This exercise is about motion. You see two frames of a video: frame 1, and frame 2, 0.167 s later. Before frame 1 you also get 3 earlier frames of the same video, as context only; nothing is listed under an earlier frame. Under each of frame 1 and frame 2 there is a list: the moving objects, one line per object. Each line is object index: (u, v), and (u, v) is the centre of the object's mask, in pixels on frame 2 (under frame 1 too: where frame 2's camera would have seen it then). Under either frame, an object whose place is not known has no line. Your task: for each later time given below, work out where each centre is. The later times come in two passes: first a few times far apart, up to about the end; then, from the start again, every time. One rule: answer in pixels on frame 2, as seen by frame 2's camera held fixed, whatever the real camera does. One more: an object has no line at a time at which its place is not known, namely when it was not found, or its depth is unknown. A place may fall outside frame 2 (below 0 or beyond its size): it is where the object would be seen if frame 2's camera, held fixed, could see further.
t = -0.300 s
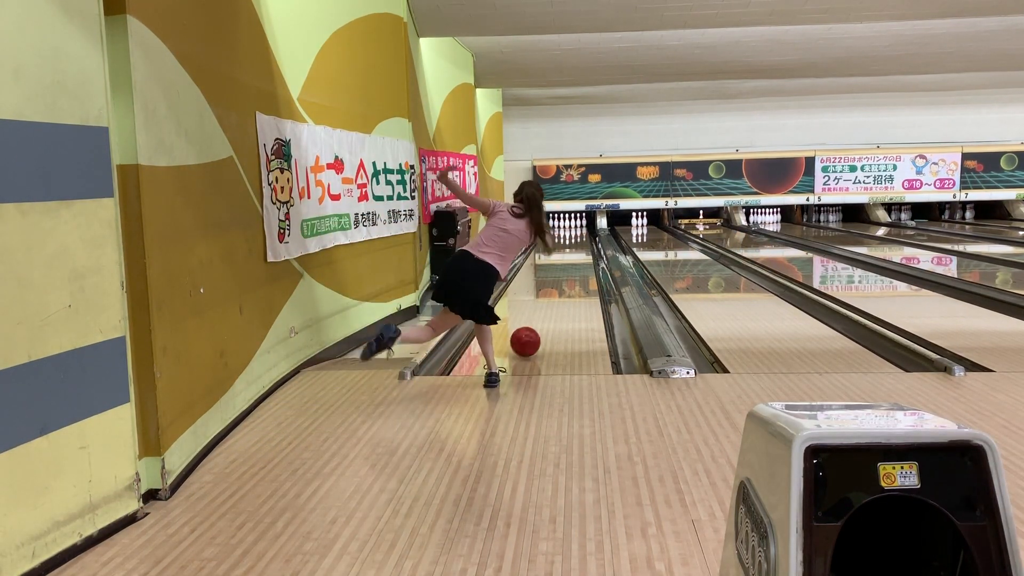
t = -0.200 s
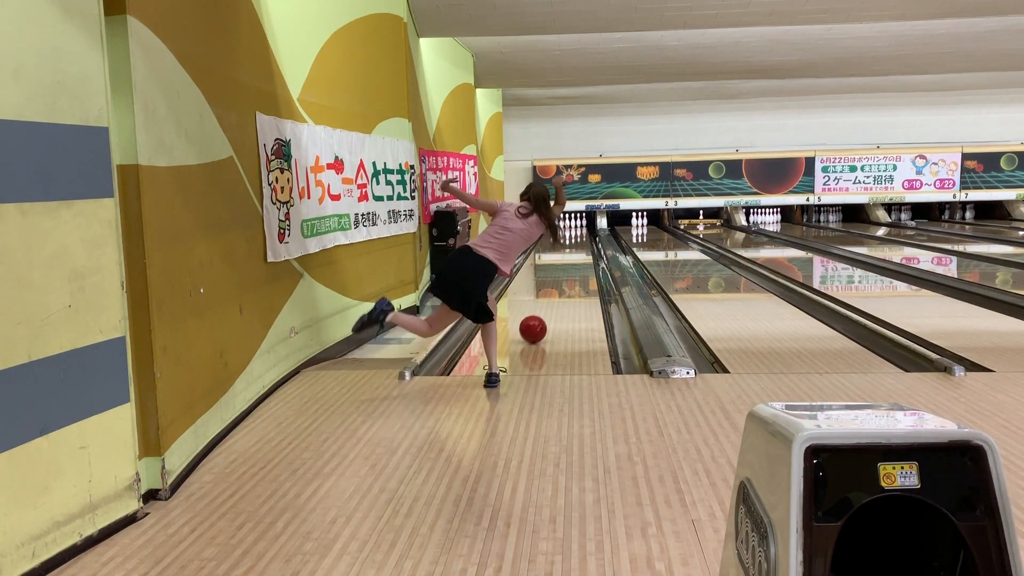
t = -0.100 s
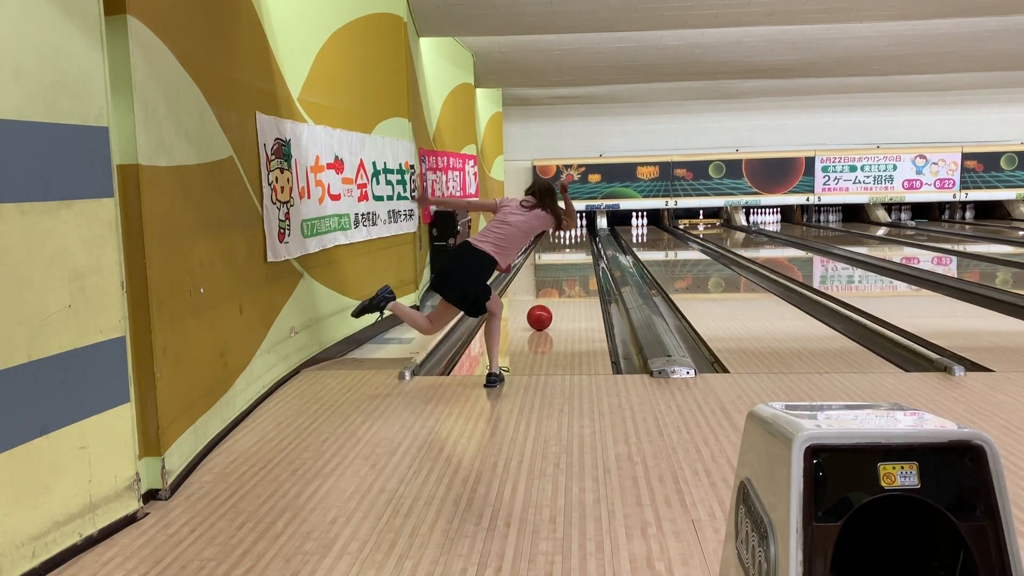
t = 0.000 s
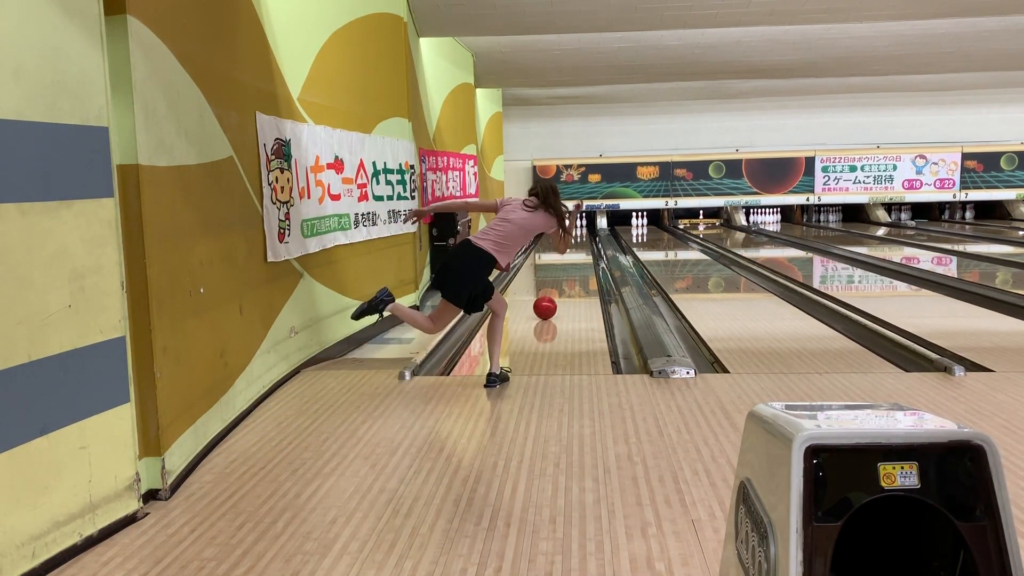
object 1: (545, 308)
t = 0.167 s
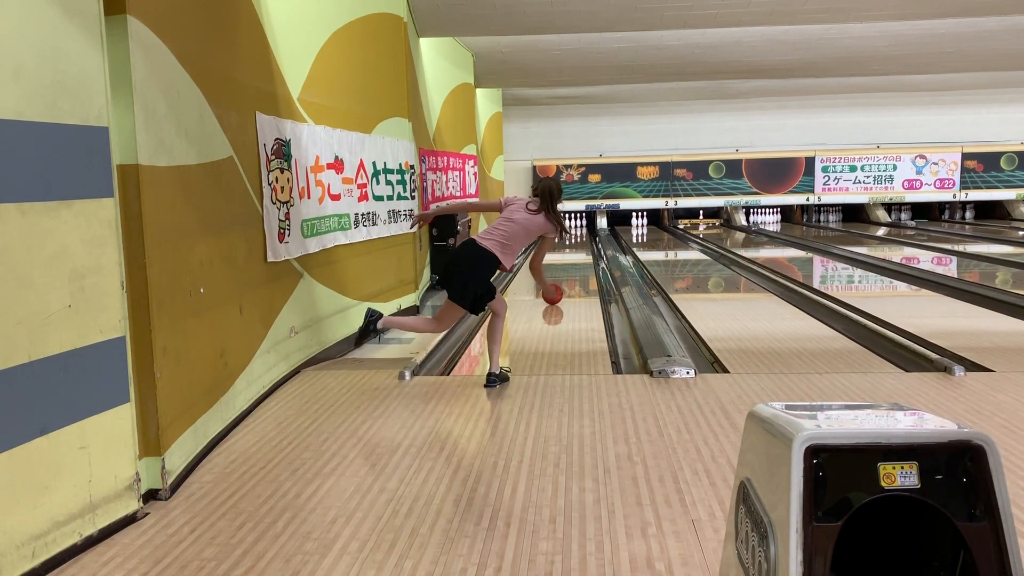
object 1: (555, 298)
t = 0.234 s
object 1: (555, 289)
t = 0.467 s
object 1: (562, 276)
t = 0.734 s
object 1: (568, 264)
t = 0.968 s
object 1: (572, 256)
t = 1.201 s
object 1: (575, 249)
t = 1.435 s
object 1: (577, 244)
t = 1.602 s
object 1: (578, 240)
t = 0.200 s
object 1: (553, 291)
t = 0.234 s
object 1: (555, 289)
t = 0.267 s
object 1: (556, 287)
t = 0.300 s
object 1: (557, 285)
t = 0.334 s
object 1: (558, 283)
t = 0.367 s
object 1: (559, 281)
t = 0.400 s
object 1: (560, 279)
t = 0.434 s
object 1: (561, 278)
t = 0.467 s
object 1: (562, 276)
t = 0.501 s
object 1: (563, 274)
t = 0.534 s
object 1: (563, 273)
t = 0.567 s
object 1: (564, 271)
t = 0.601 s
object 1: (565, 270)
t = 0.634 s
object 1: (566, 268)
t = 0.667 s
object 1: (566, 267)
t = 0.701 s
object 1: (567, 265)
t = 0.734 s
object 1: (568, 264)
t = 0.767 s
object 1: (568, 263)
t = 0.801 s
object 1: (569, 262)
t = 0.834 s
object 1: (569, 260)
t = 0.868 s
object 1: (570, 259)
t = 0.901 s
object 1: (571, 258)
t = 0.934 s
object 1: (571, 257)
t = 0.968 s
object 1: (572, 256)
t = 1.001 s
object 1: (572, 255)
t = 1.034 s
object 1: (573, 254)
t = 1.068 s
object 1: (573, 253)
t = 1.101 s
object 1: (573, 252)
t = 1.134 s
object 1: (574, 251)
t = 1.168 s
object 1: (574, 251)
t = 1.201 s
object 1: (575, 249)
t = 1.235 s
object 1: (575, 249)
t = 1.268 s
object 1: (575, 248)
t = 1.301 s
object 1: (576, 247)
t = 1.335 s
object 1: (576, 246)
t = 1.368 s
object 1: (576, 246)
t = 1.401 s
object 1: (576, 245)
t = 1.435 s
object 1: (577, 244)
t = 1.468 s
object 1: (577, 244)
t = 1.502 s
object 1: (577, 243)
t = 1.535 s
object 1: (578, 242)
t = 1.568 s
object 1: (578, 241)
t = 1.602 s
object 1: (578, 240)
